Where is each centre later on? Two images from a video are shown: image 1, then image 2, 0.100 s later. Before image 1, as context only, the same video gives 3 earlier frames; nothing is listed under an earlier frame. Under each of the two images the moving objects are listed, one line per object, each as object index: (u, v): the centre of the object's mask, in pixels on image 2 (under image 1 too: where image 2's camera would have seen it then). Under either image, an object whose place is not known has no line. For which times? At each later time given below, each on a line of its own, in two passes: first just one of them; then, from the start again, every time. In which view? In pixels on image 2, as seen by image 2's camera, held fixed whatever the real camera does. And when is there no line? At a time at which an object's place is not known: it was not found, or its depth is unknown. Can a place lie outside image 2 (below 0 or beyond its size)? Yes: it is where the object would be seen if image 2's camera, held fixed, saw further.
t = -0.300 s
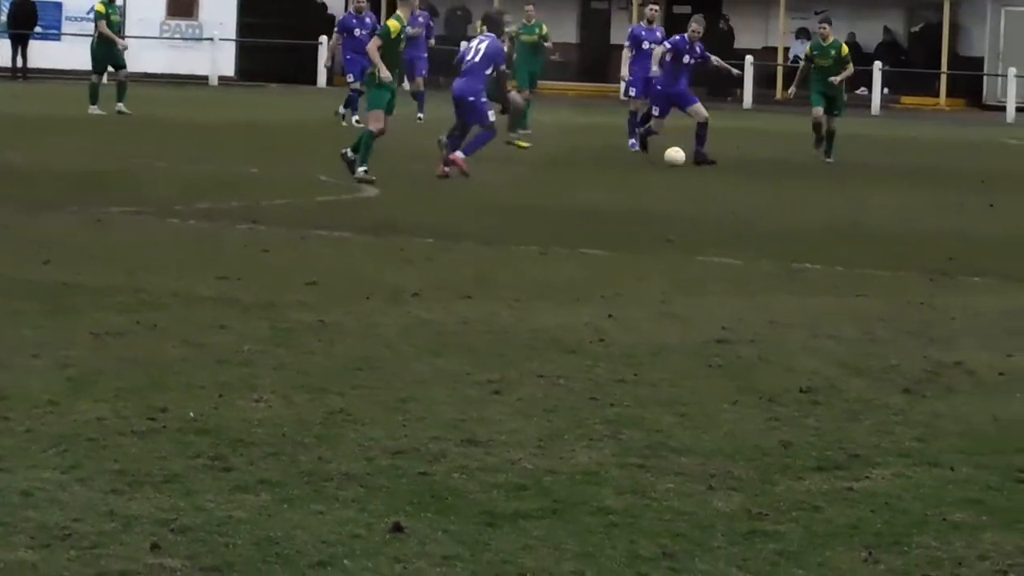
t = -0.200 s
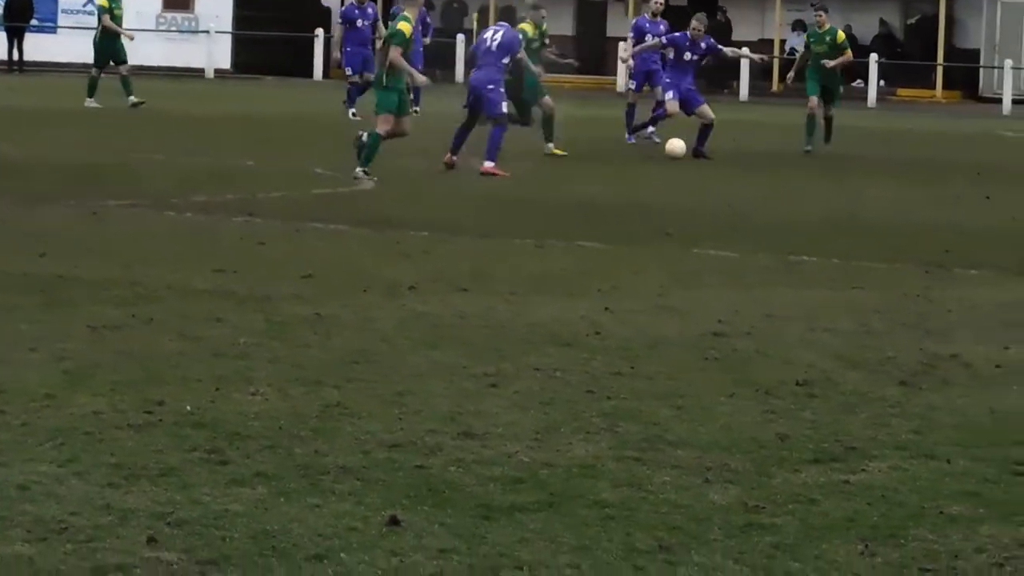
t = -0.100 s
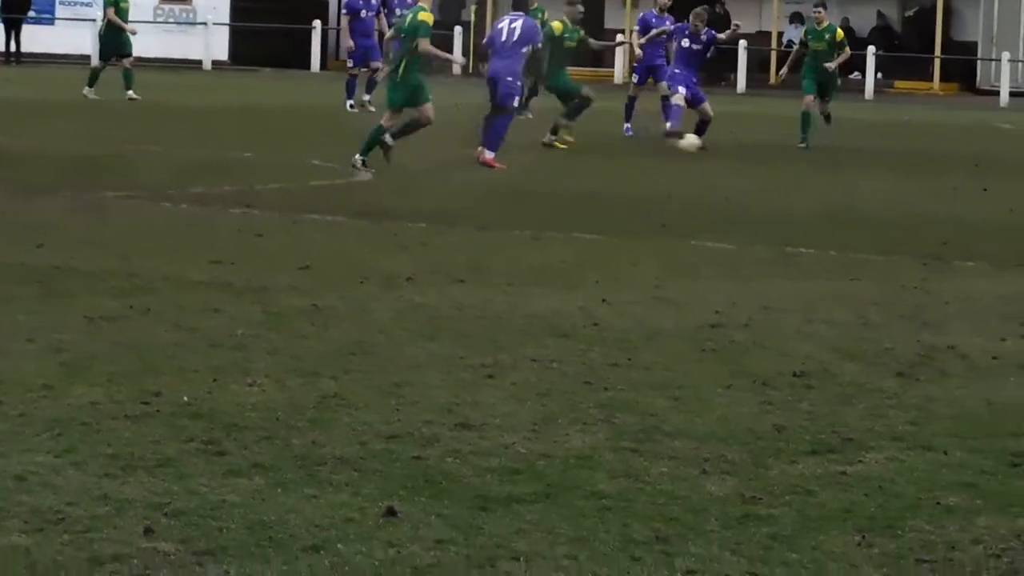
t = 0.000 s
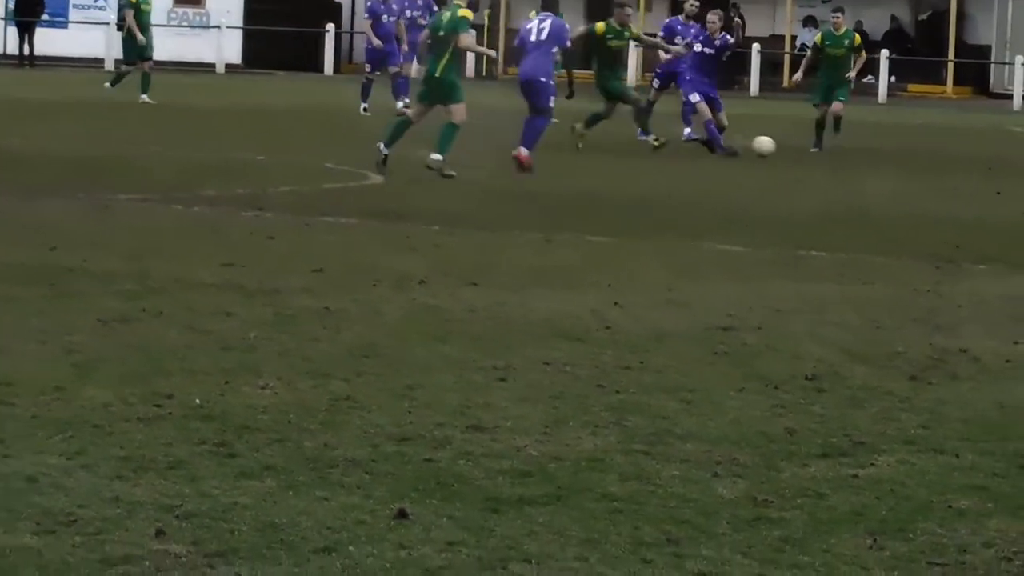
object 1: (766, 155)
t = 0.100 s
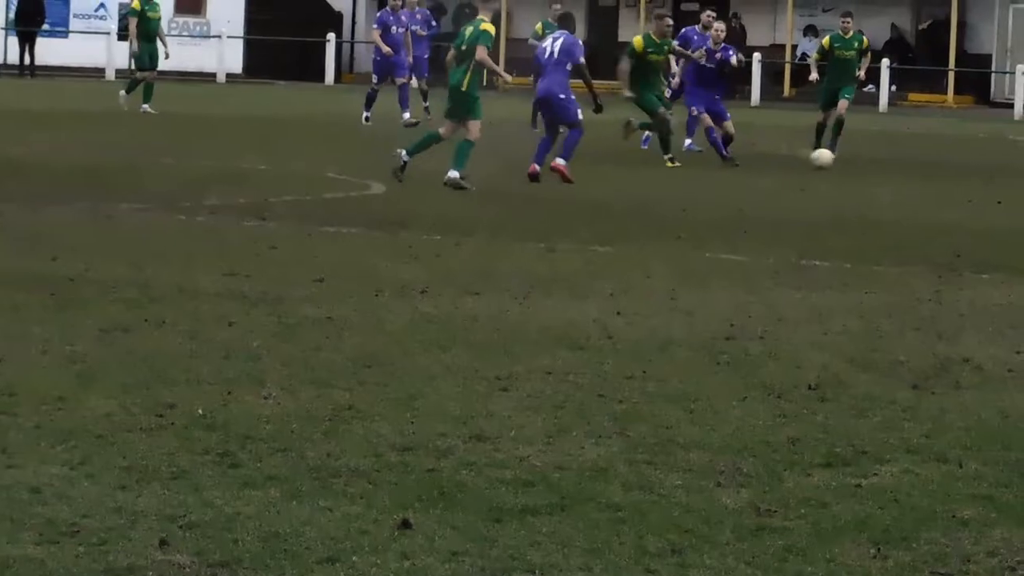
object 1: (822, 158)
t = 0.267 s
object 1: (910, 162)
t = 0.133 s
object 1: (841, 158)
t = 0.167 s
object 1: (859, 160)
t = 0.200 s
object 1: (877, 161)
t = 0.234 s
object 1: (893, 161)
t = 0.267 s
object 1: (910, 162)
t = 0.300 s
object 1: (928, 162)
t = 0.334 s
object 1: (945, 162)
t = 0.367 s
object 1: (963, 161)
